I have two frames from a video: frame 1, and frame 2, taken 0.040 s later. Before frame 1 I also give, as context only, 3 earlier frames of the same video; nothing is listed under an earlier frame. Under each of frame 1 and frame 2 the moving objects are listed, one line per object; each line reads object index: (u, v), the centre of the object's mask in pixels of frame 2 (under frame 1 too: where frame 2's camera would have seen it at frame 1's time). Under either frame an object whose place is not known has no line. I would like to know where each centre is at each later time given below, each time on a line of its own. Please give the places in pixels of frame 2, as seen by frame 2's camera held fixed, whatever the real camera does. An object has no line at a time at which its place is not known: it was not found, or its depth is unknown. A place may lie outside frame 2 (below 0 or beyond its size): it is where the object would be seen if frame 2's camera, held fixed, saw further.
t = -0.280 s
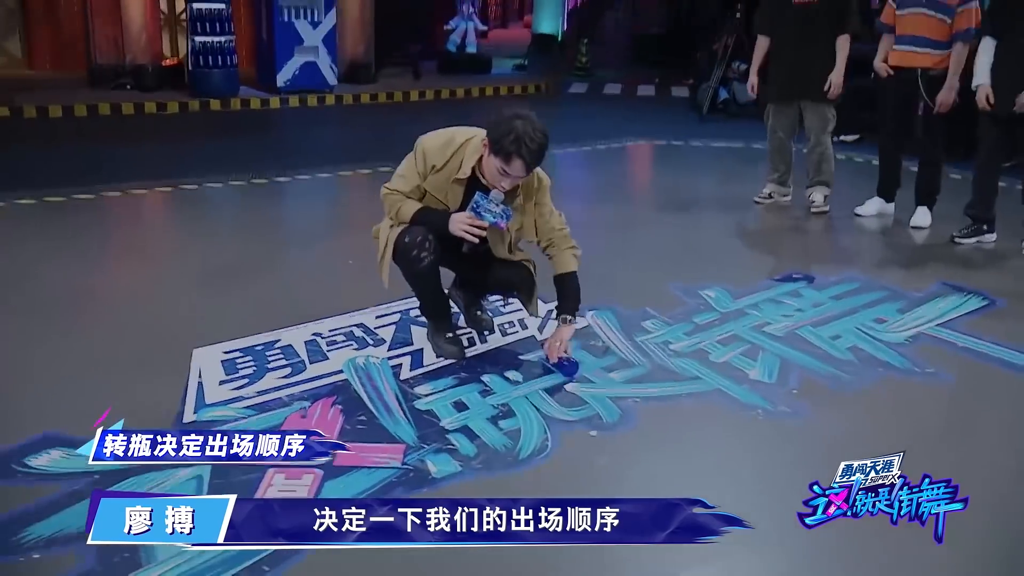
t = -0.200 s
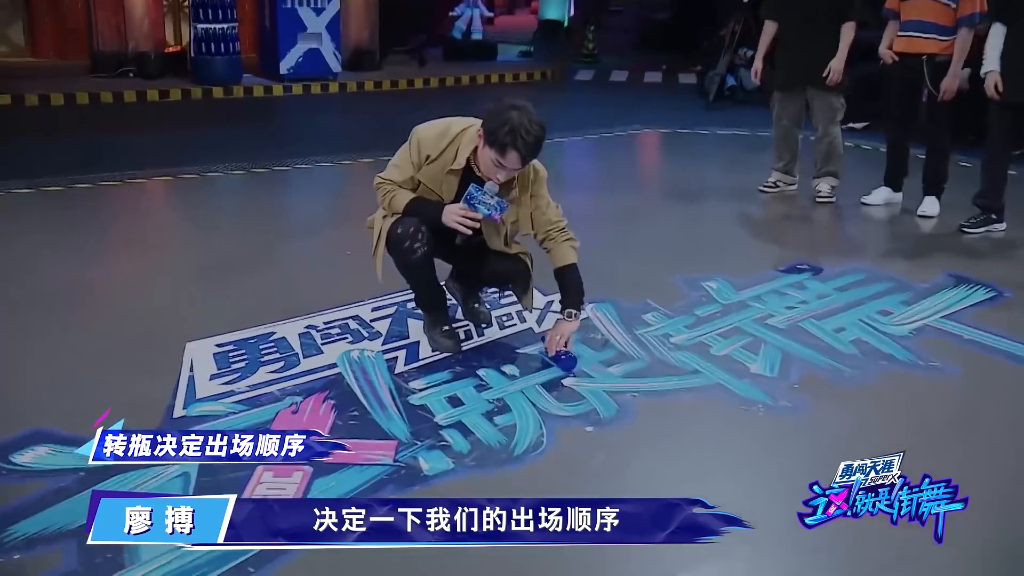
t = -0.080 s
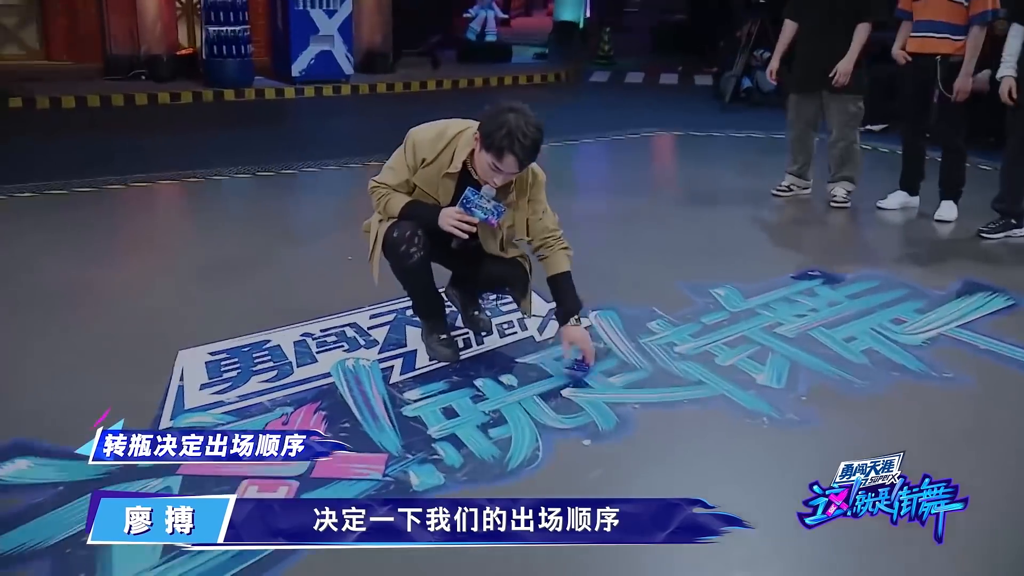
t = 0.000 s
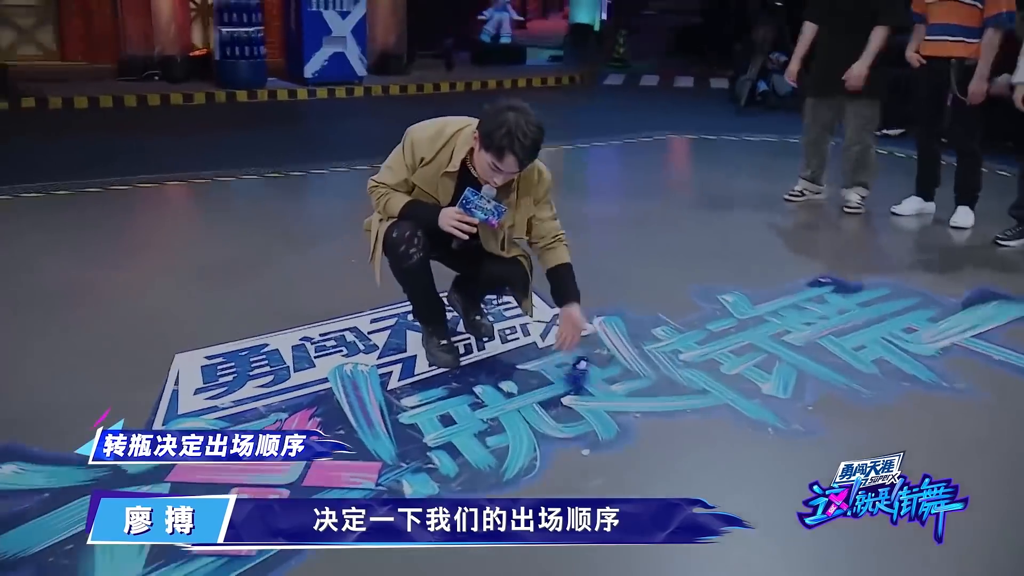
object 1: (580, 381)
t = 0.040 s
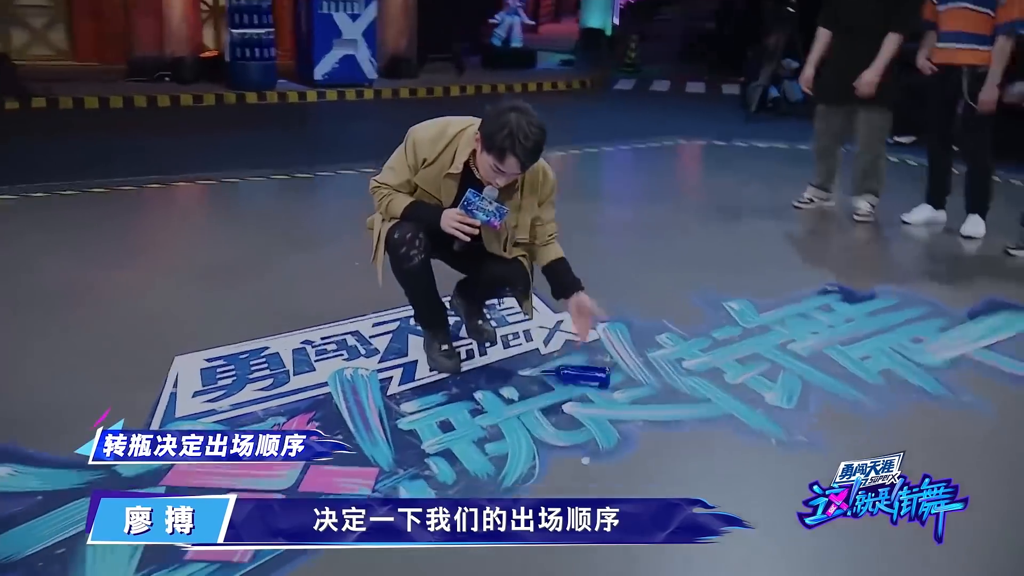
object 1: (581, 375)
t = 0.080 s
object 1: (573, 371)
